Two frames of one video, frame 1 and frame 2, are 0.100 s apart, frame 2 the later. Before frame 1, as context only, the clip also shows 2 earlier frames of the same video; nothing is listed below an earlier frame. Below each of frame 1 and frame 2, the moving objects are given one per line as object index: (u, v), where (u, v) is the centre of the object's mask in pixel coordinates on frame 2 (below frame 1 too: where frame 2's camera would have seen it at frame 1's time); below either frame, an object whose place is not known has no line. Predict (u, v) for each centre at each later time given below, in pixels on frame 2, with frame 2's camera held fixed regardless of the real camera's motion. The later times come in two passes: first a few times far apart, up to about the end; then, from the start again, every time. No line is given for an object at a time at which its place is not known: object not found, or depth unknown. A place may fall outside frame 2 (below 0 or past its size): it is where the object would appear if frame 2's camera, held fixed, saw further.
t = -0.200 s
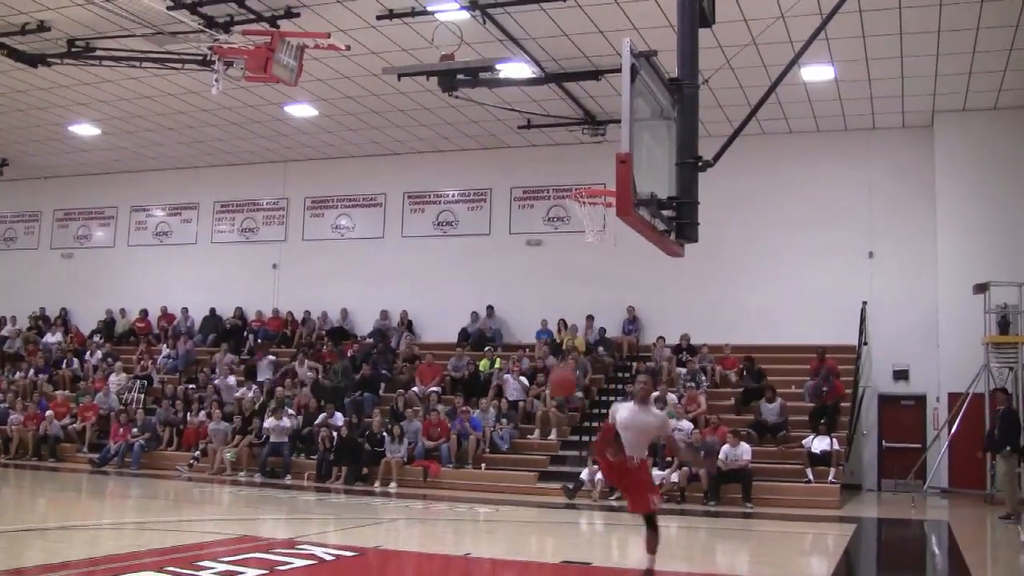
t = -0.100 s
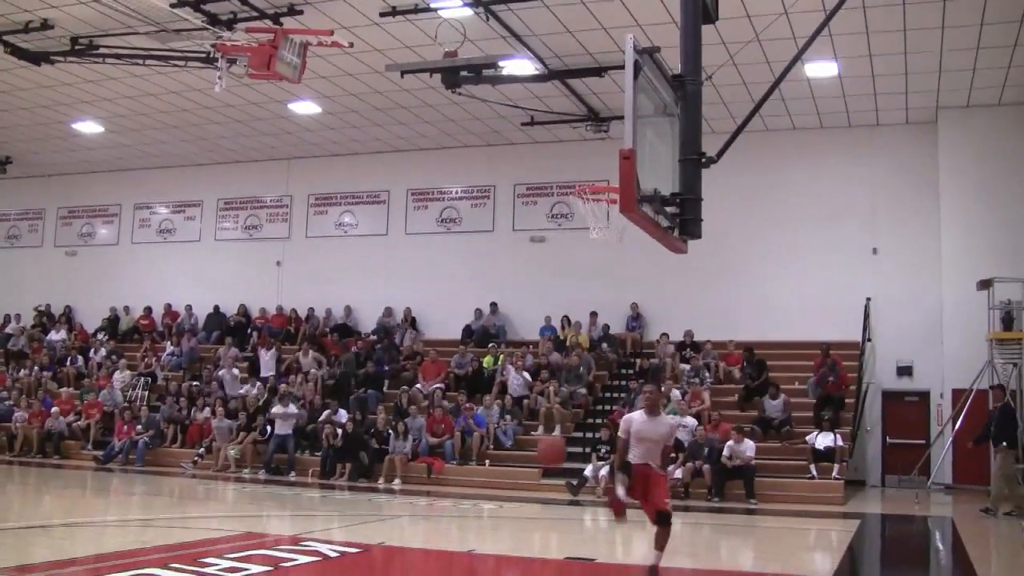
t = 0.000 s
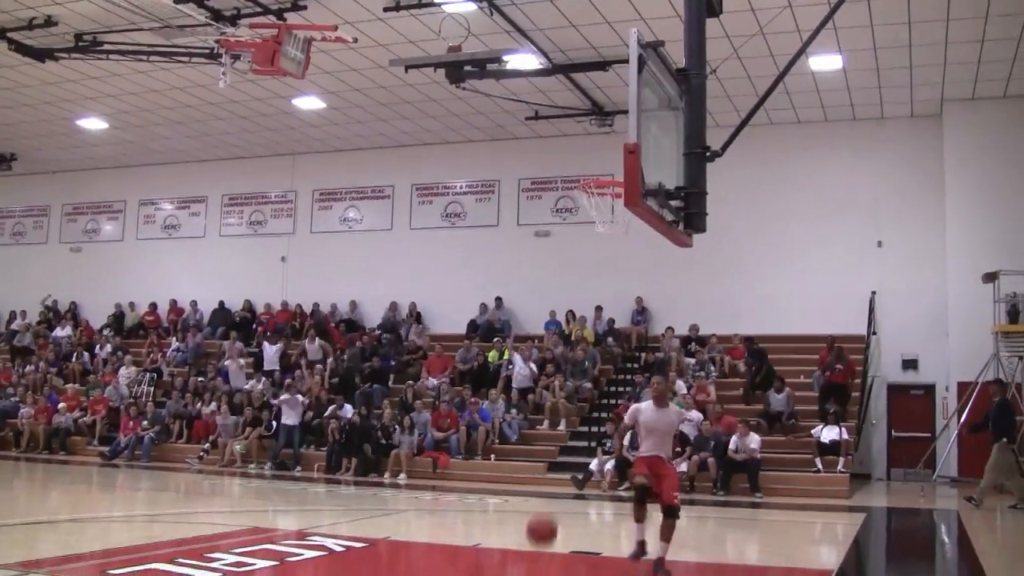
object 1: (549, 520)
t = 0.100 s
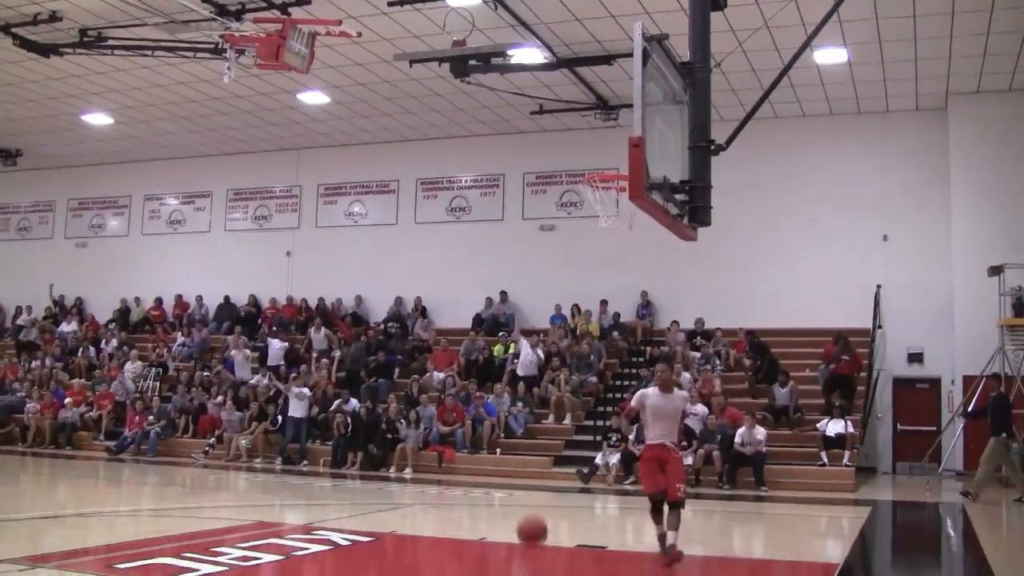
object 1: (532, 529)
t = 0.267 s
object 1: (506, 444)
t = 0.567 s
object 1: (465, 383)
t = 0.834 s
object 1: (426, 417)
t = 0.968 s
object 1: (407, 459)
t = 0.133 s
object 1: (525, 511)
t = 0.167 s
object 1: (521, 493)
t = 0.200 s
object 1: (516, 478)
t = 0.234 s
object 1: (512, 459)
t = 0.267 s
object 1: (506, 444)
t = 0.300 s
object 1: (502, 432)
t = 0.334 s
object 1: (498, 421)
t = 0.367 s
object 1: (492, 412)
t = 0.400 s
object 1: (487, 404)
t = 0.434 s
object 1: (481, 396)
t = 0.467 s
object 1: (477, 391)
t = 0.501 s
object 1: (473, 388)
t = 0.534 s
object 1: (468, 385)
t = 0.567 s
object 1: (465, 383)
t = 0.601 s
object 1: (459, 383)
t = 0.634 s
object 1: (454, 383)
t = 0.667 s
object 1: (450, 386)
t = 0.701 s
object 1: (445, 390)
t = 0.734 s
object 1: (439, 395)
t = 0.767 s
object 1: (436, 400)
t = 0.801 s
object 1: (431, 407)
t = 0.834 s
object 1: (426, 417)
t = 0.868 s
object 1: (420, 426)
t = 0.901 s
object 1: (417, 436)
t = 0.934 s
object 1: (411, 448)
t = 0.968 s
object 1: (407, 459)
